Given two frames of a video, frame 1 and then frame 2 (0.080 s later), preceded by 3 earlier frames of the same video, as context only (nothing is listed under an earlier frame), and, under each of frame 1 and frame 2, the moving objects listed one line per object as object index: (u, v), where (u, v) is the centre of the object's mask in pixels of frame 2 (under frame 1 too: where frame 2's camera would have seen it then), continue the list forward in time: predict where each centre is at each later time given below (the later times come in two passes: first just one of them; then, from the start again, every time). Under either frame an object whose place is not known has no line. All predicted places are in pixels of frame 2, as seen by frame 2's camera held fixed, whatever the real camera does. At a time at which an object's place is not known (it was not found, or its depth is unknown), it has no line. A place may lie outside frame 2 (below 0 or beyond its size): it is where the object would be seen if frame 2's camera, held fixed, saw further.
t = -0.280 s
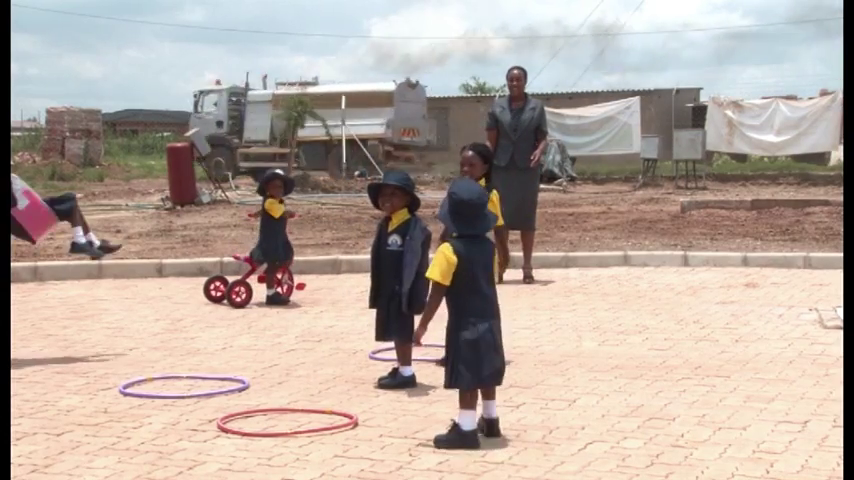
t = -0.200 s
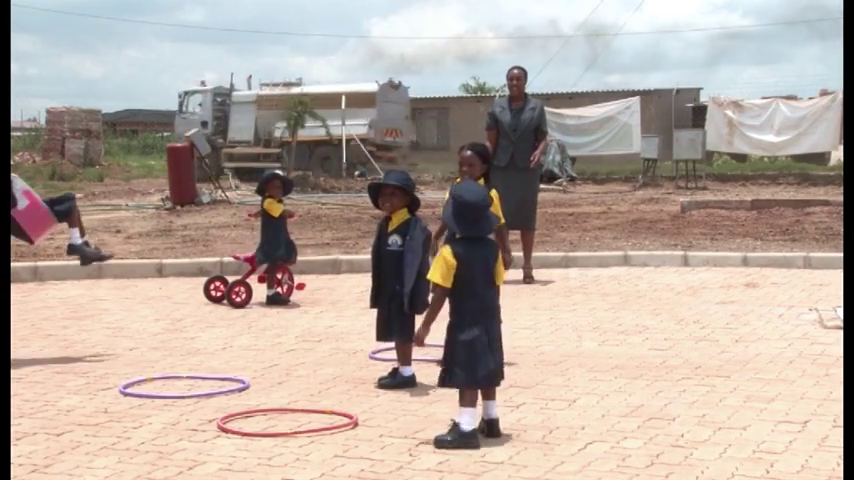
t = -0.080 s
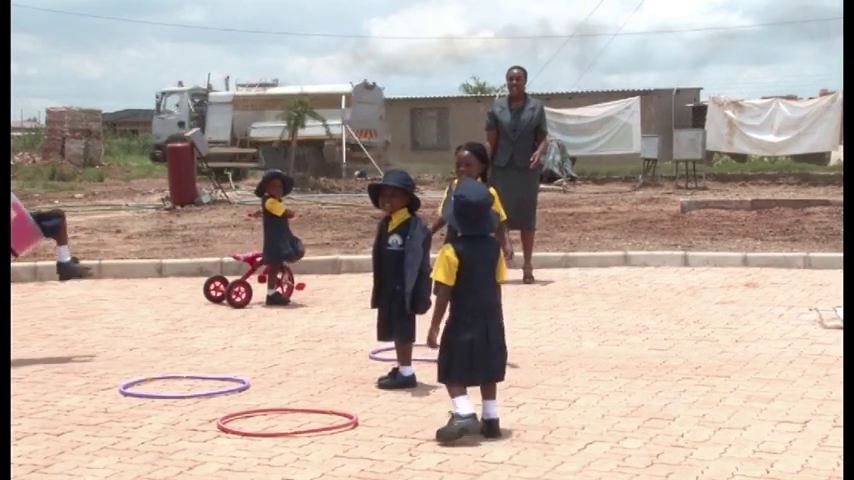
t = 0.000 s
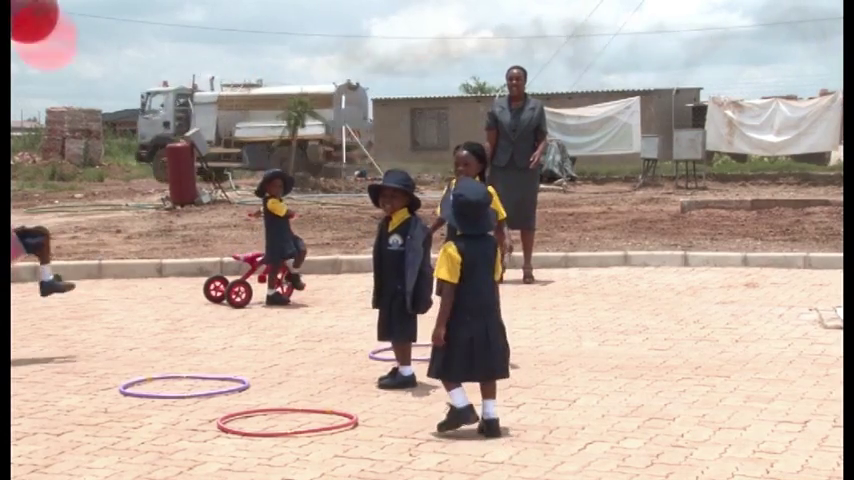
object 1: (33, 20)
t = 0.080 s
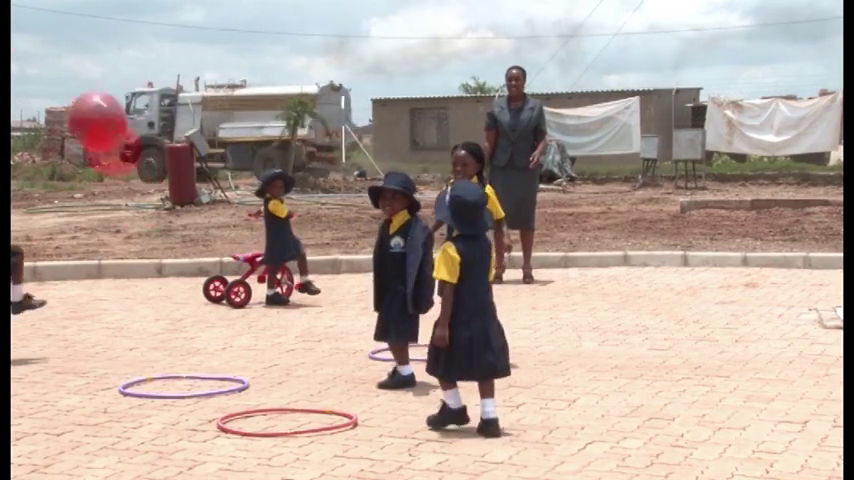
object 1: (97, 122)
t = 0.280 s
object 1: (217, 382)
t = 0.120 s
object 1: (127, 174)
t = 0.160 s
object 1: (153, 227)
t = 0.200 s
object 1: (177, 279)
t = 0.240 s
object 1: (198, 330)
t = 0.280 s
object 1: (217, 382)
